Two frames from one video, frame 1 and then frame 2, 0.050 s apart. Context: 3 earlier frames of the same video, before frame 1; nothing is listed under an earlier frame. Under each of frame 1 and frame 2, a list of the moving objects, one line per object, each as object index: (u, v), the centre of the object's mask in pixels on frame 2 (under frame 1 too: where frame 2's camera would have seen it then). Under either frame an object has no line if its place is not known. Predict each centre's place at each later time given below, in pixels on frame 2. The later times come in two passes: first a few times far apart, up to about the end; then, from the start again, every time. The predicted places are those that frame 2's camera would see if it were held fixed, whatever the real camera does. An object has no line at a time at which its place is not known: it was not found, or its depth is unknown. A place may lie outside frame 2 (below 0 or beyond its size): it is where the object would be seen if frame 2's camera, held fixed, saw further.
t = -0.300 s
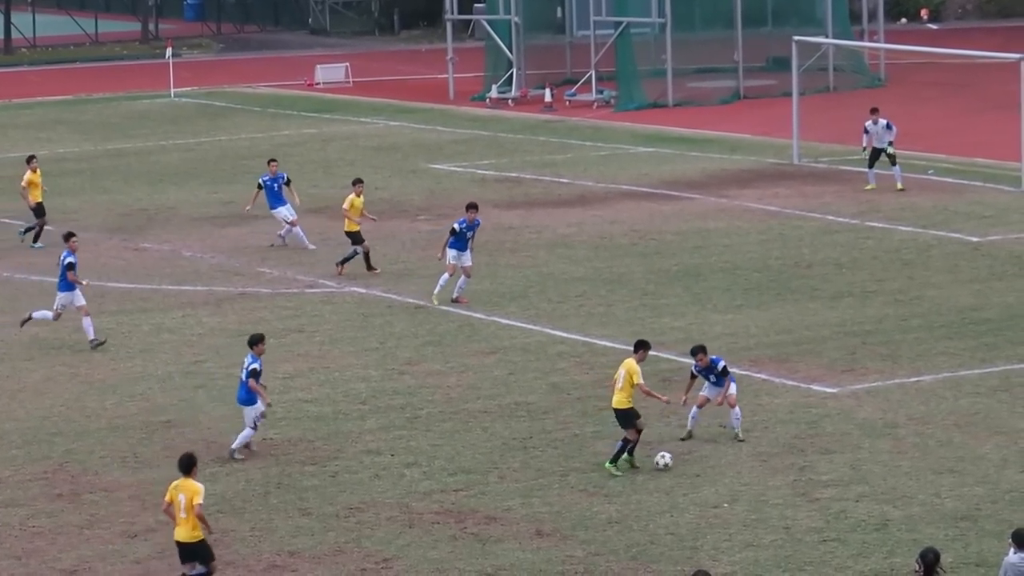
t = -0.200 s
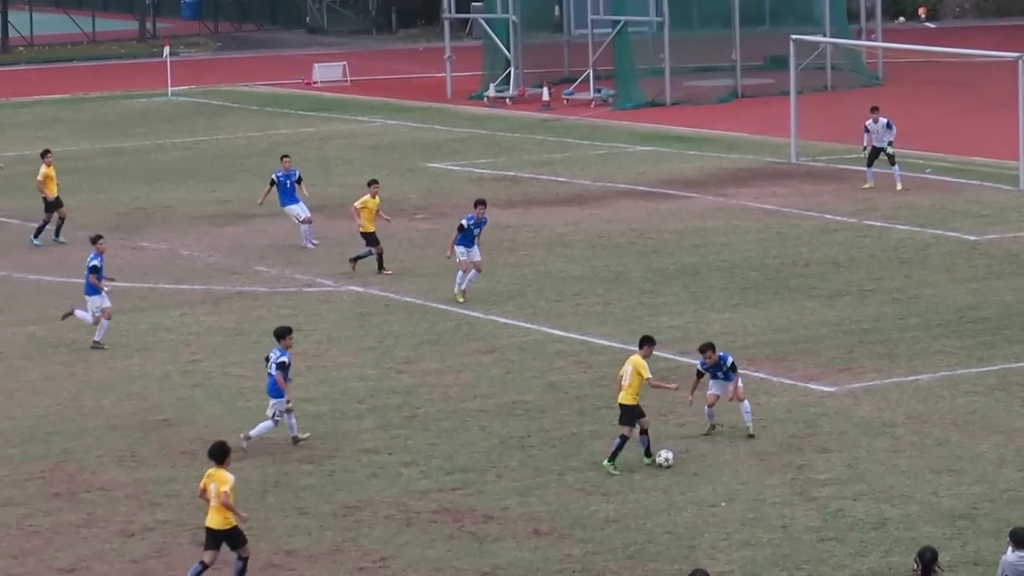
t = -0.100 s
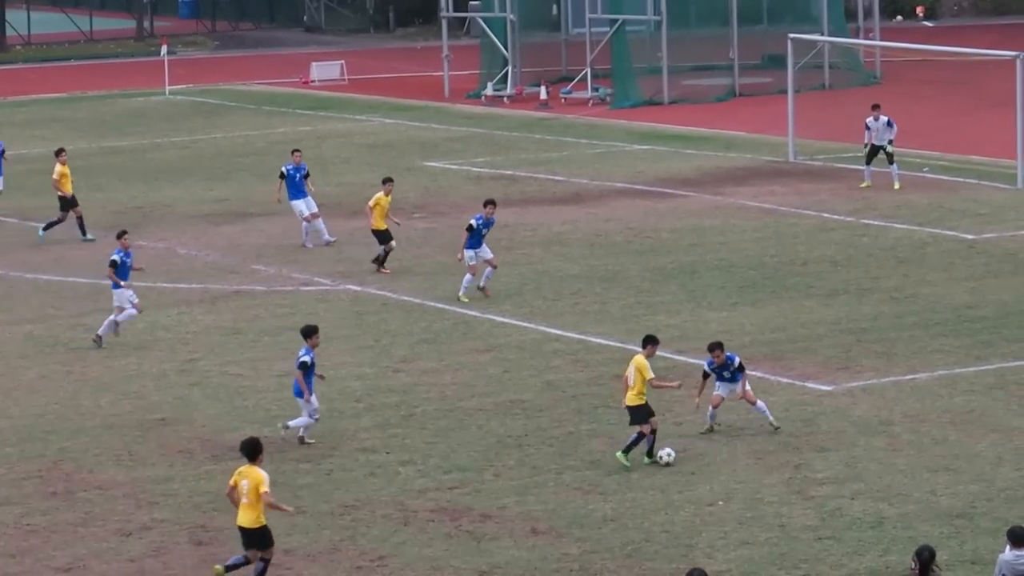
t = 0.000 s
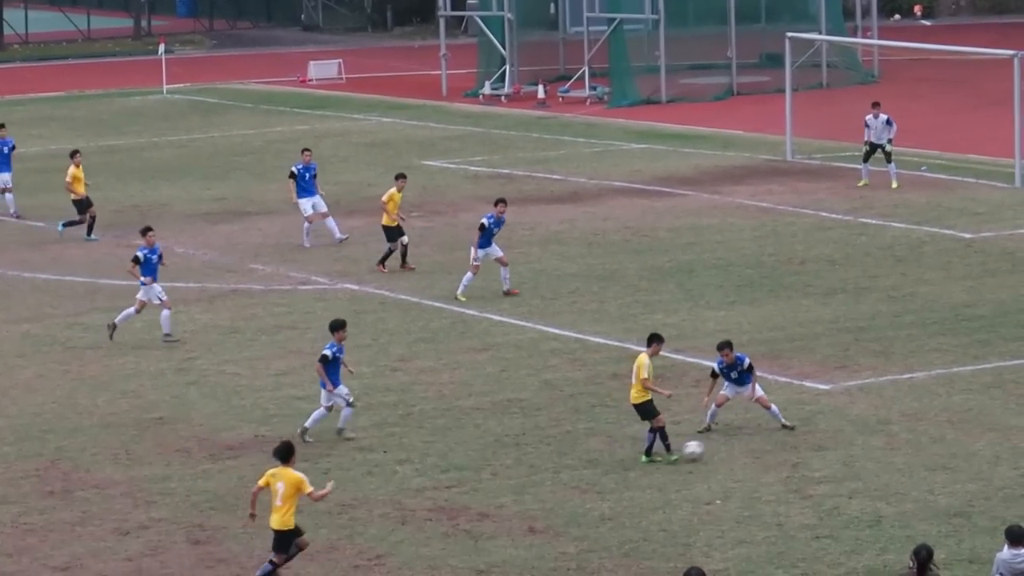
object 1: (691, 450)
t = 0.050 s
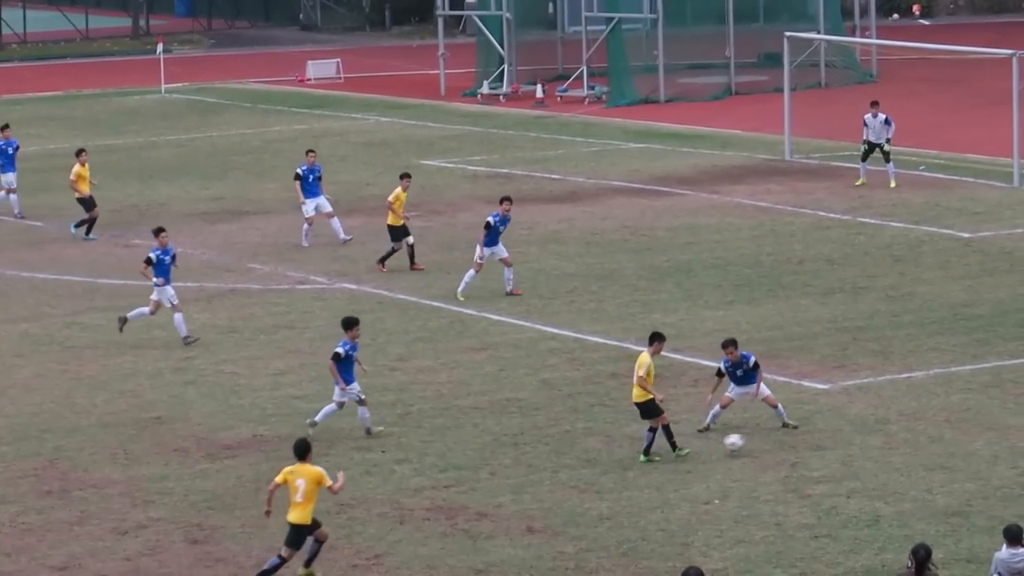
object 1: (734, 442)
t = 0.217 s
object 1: (871, 433)
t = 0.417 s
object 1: (1015, 417)
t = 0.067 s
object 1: (747, 440)
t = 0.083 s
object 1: (761, 438)
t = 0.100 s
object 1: (776, 437)
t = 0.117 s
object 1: (790, 435)
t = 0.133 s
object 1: (803, 434)
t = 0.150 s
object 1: (817, 433)
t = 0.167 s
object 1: (831, 434)
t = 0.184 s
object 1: (844, 434)
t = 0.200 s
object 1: (858, 433)
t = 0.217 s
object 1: (871, 433)
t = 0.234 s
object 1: (884, 431)
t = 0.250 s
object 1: (896, 429)
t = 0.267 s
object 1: (908, 427)
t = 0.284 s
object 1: (920, 425)
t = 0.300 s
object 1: (933, 424)
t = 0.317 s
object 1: (945, 423)
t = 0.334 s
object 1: (957, 422)
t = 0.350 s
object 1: (969, 421)
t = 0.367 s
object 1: (981, 421)
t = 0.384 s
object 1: (993, 421)
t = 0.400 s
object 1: (1005, 419)
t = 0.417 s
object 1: (1015, 417)
